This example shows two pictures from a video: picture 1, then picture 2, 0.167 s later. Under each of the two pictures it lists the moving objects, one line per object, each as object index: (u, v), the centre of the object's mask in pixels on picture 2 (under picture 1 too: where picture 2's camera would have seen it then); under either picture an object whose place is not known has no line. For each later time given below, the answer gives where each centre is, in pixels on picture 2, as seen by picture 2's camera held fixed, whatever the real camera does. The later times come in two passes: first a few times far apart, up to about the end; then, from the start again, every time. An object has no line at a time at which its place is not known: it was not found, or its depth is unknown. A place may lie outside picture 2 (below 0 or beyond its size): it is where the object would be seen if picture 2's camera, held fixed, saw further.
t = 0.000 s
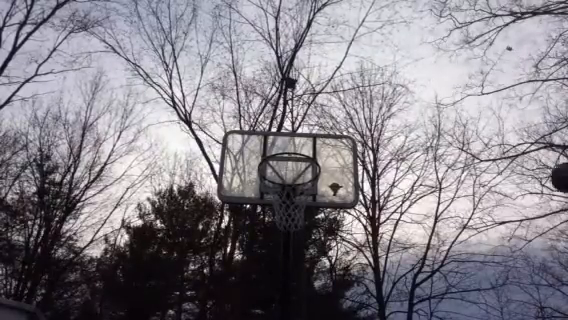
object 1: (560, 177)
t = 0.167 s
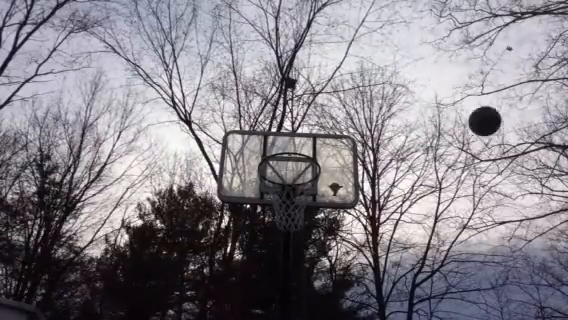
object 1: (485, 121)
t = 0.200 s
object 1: (470, 114)
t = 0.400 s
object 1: (392, 96)
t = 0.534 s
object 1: (346, 107)
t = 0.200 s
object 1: (470, 114)
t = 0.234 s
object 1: (456, 108)
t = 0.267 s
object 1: (442, 103)
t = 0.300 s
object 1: (429, 100)
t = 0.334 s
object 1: (416, 98)
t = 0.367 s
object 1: (404, 96)
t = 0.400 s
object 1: (392, 96)
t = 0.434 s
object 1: (380, 97)
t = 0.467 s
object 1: (368, 99)
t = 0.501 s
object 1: (357, 102)
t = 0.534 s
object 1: (346, 107)
